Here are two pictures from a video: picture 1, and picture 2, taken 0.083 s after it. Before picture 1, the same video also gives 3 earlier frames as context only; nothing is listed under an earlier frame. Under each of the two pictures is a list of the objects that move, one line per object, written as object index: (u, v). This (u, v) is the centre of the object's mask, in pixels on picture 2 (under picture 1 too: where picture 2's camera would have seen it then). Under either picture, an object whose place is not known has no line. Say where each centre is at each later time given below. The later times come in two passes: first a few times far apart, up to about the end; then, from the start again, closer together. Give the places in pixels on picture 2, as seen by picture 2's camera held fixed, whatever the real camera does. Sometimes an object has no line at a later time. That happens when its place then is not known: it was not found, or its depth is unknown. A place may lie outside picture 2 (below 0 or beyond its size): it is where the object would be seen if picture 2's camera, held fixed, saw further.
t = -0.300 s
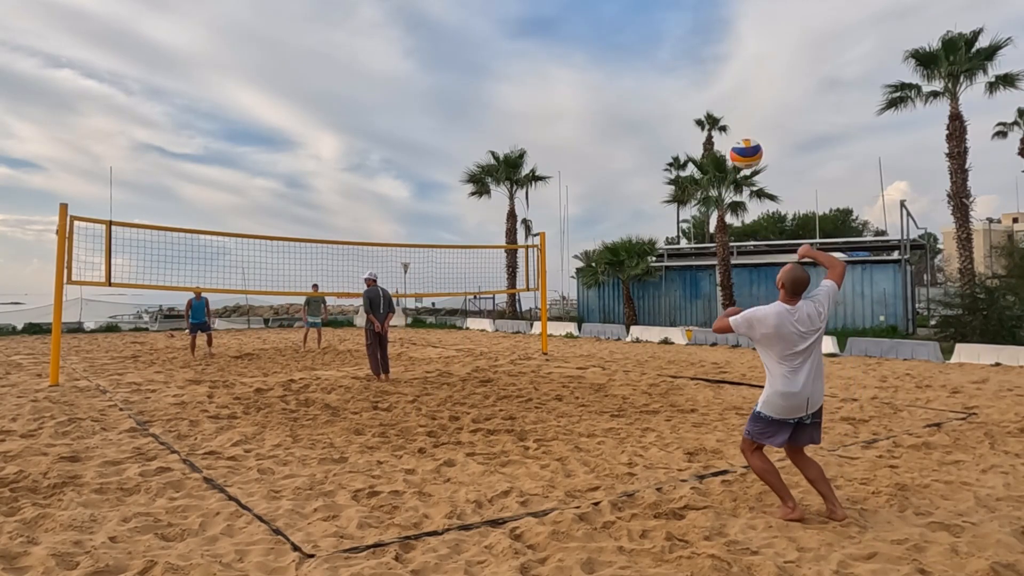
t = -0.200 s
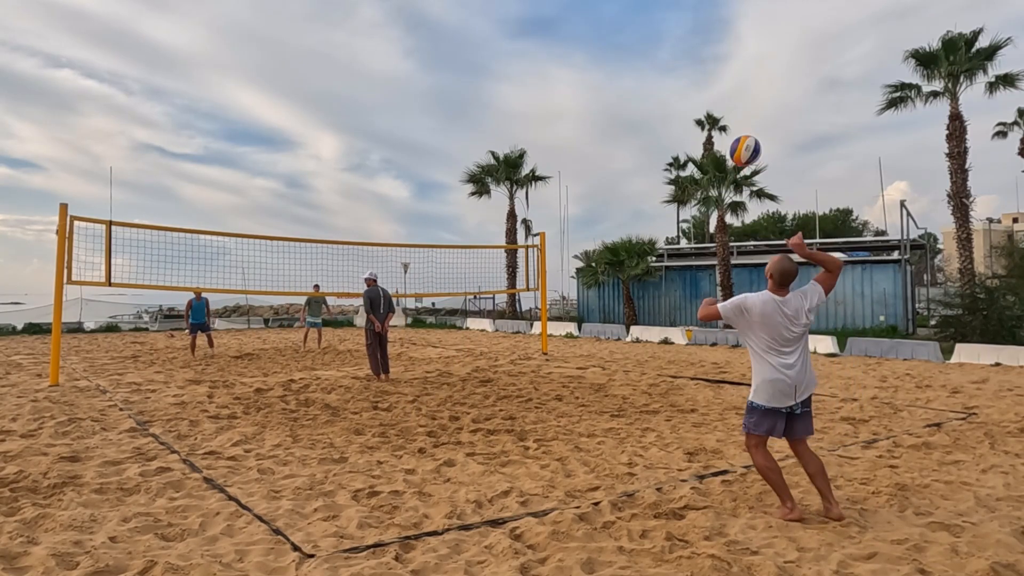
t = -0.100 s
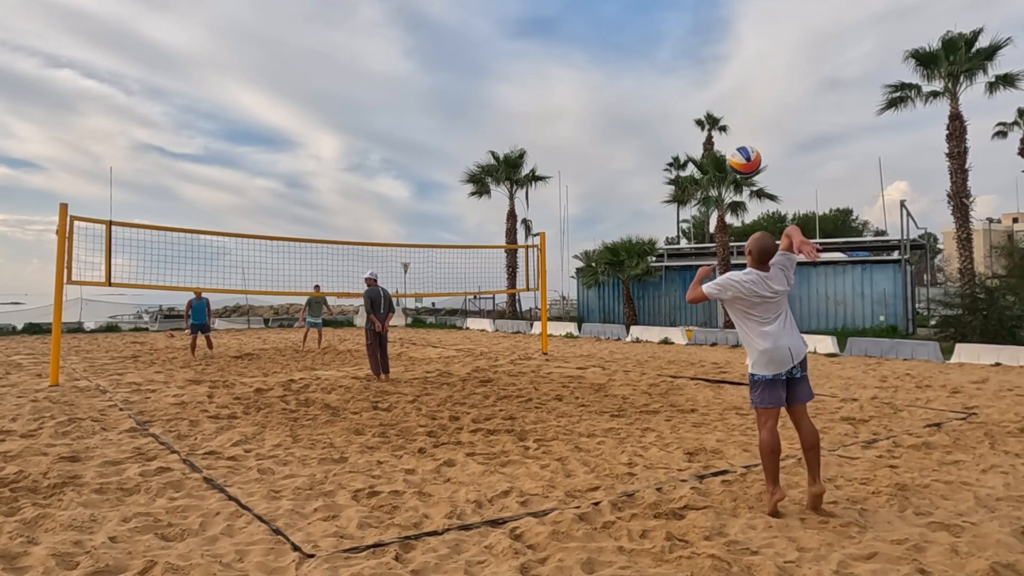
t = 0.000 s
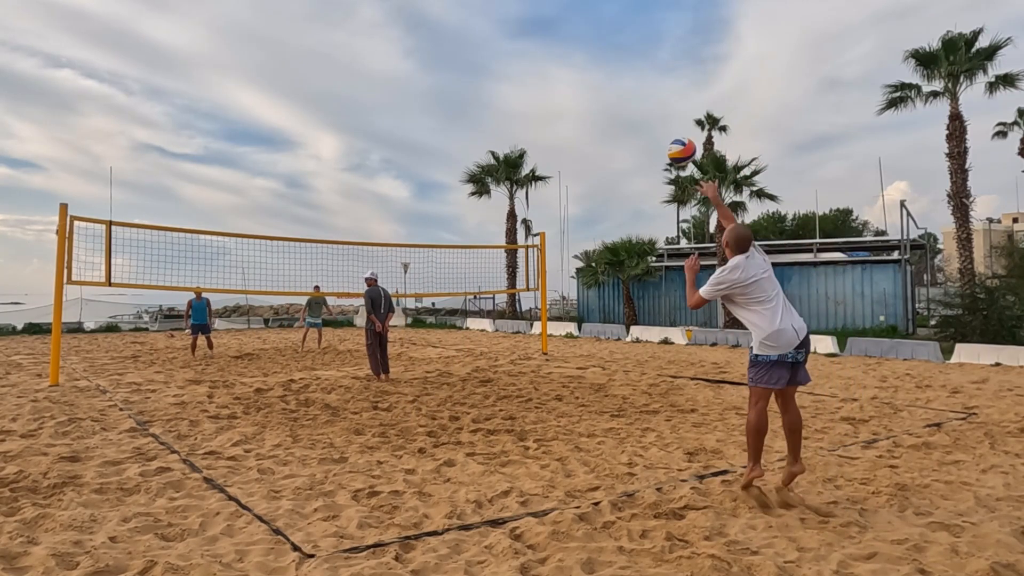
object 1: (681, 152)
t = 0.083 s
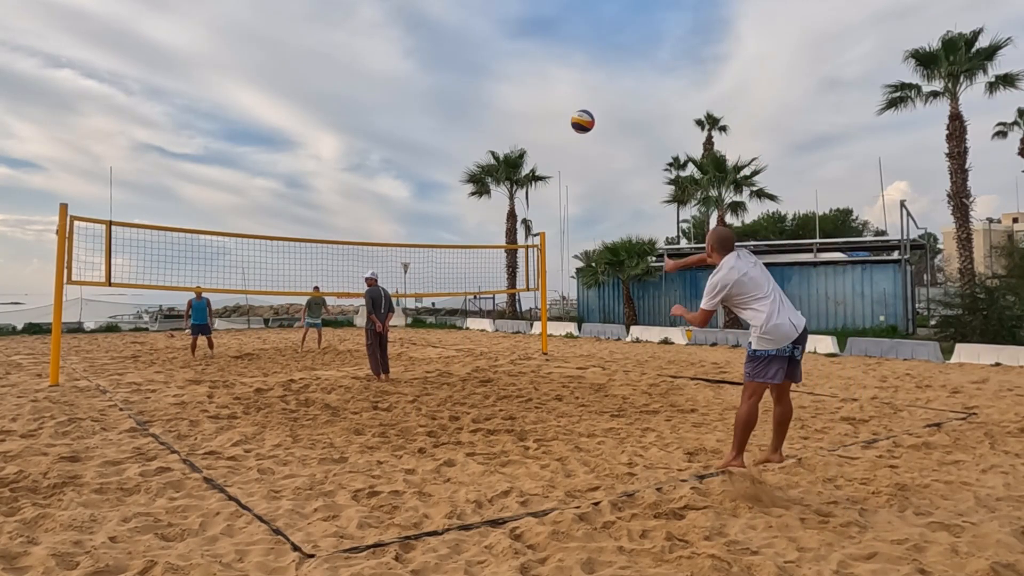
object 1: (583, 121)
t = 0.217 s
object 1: (477, 102)
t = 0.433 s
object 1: (379, 108)
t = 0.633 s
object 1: (324, 135)
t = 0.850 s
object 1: (286, 175)
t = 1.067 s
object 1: (258, 224)
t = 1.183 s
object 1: (246, 253)
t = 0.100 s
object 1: (567, 117)
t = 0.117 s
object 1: (552, 114)
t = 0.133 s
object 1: (537, 111)
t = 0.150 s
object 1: (524, 109)
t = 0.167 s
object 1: (512, 106)
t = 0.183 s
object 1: (500, 105)
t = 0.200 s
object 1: (488, 103)
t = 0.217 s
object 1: (477, 102)
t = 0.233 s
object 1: (467, 101)
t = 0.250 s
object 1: (458, 101)
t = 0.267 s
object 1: (449, 100)
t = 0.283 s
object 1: (440, 100)
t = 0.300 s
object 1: (432, 100)
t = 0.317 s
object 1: (424, 100)
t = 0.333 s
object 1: (417, 101)
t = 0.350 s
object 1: (410, 101)
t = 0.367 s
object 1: (403, 102)
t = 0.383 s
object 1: (397, 103)
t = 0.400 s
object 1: (391, 105)
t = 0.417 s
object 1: (385, 106)
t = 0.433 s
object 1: (379, 108)
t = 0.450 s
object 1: (374, 109)
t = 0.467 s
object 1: (368, 111)
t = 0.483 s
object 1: (363, 113)
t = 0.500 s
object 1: (358, 115)
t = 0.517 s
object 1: (354, 117)
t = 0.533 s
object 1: (349, 120)
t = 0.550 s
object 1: (345, 122)
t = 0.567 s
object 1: (340, 125)
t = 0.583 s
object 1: (336, 127)
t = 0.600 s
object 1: (332, 130)
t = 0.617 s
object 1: (328, 132)
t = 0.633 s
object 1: (324, 135)
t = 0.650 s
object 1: (321, 138)
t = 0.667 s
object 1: (317, 140)
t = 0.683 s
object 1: (314, 143)
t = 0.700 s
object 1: (310, 146)
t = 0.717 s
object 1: (307, 149)
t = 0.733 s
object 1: (304, 152)
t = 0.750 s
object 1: (301, 155)
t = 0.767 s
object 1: (298, 158)
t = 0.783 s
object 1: (296, 162)
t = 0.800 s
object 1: (293, 165)
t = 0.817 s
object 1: (290, 168)
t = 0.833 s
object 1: (288, 172)
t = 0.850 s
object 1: (286, 175)
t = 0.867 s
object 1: (283, 178)
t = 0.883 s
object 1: (280, 182)
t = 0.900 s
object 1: (278, 185)
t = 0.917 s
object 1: (276, 189)
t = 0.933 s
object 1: (274, 193)
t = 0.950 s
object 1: (272, 197)
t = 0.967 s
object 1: (270, 200)
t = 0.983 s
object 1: (268, 204)
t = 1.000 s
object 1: (266, 208)
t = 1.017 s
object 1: (264, 212)
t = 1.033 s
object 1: (262, 216)
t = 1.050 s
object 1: (260, 219)
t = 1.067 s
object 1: (258, 224)
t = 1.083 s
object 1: (256, 228)
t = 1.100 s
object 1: (255, 231)
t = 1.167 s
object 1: (248, 248)
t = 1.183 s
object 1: (246, 253)
